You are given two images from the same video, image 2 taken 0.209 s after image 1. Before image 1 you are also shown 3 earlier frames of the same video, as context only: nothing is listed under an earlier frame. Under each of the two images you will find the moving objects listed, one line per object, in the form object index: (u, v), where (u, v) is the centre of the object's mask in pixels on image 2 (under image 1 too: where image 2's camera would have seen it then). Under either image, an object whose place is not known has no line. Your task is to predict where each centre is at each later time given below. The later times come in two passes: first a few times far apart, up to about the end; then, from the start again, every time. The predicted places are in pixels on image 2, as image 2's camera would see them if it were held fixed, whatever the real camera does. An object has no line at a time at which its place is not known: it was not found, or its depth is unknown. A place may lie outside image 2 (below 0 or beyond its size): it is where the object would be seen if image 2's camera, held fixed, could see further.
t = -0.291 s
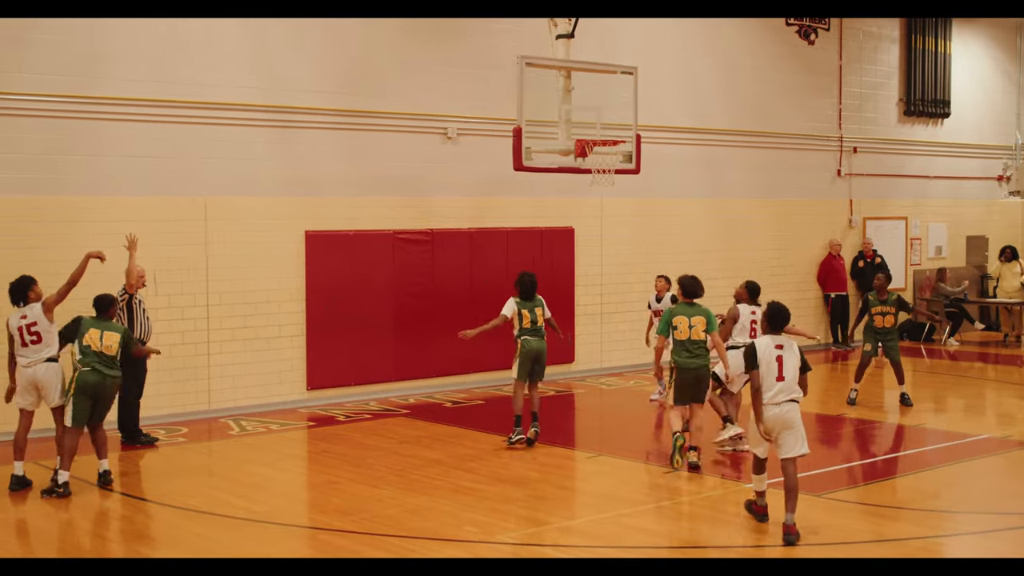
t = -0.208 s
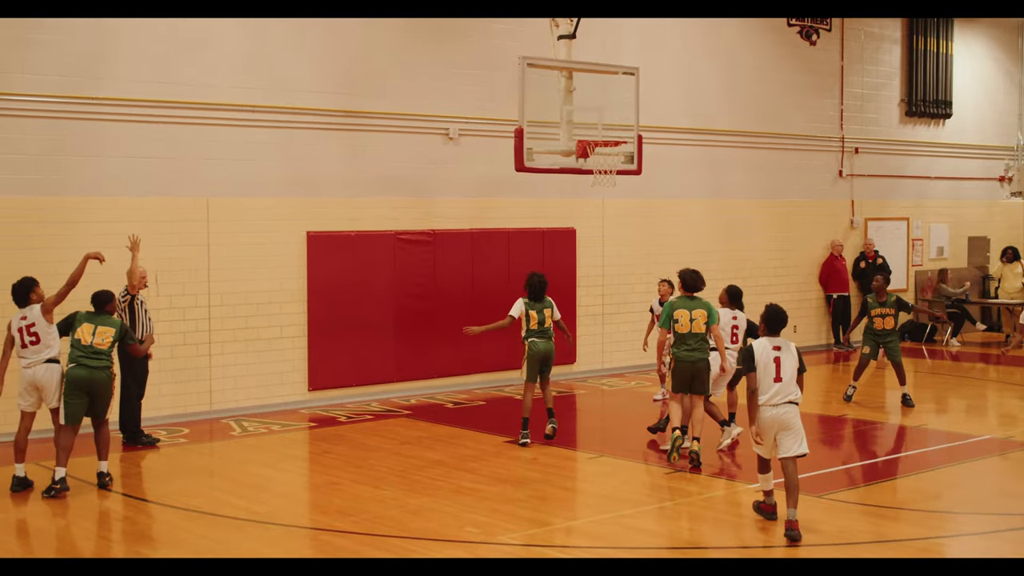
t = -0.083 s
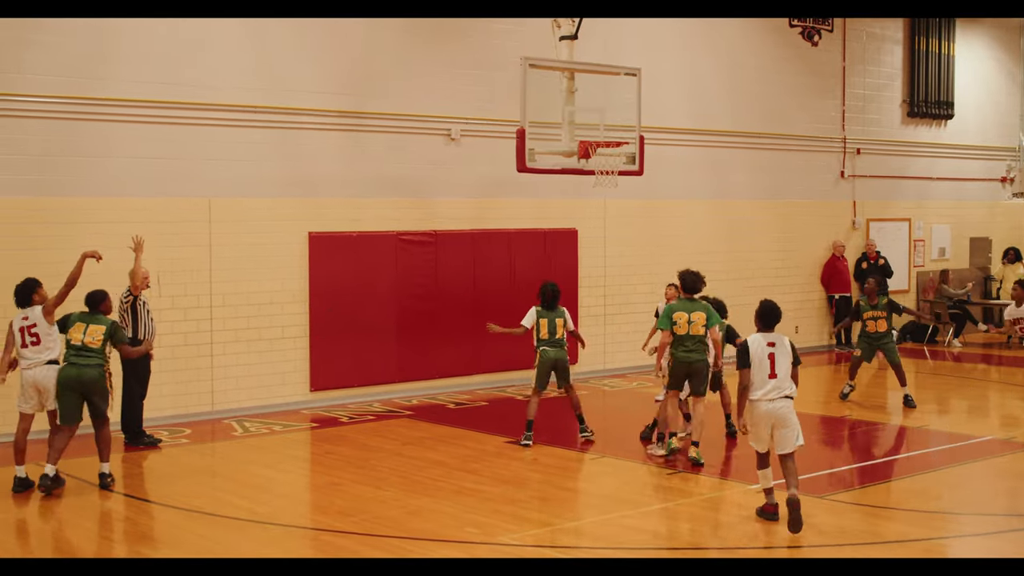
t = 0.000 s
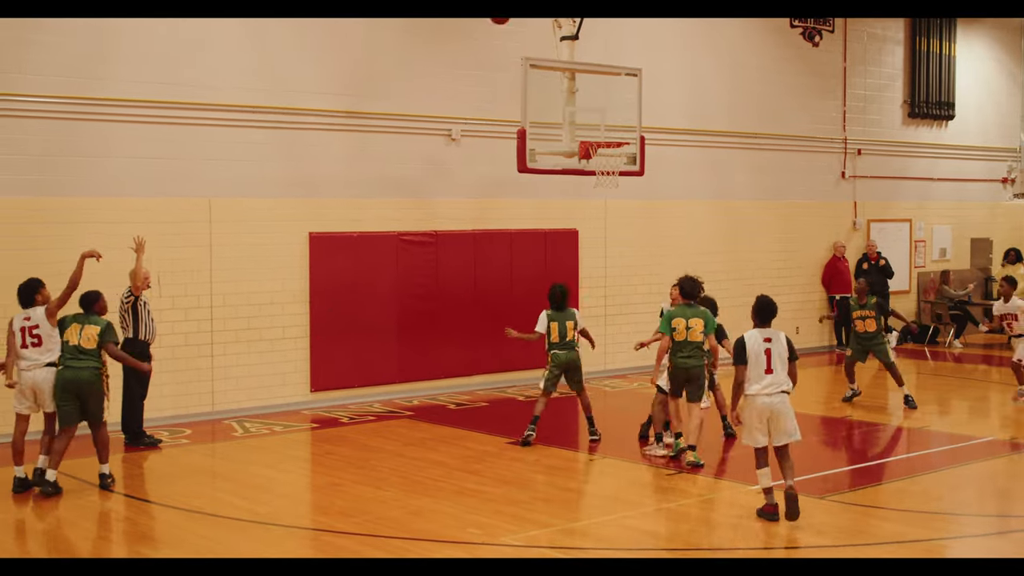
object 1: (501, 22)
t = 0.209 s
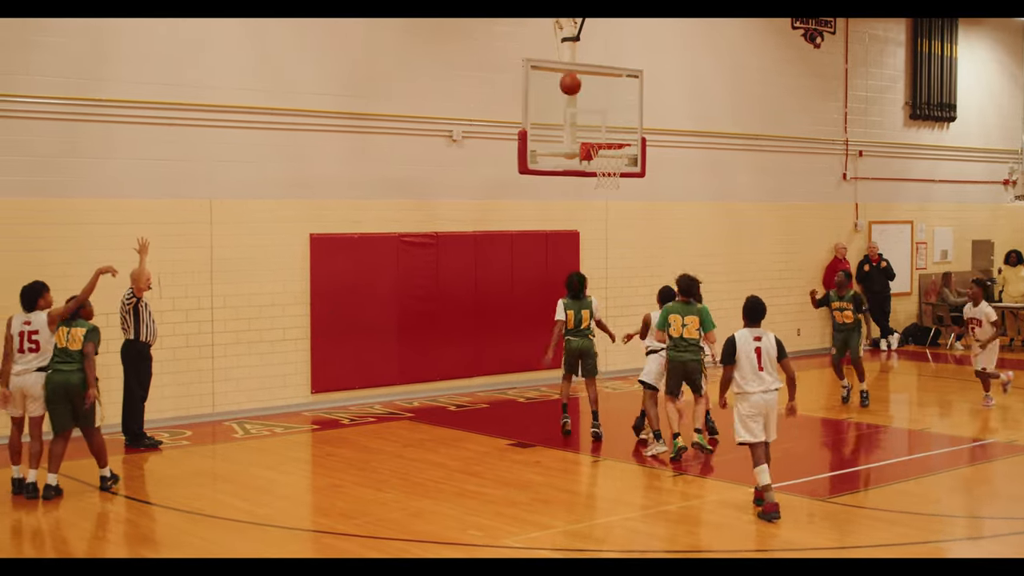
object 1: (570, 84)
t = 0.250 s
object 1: (583, 102)
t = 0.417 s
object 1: (618, 153)
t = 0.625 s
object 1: (596, 184)
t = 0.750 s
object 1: (587, 207)
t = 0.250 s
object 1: (583, 102)
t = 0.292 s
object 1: (596, 121)
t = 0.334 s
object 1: (608, 137)
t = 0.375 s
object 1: (616, 146)
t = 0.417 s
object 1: (618, 153)
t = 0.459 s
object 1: (613, 158)
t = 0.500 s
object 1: (609, 165)
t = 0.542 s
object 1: (605, 171)
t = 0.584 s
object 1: (600, 175)
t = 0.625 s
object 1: (596, 184)
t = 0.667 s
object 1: (593, 188)
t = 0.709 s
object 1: (590, 197)
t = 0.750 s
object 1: (587, 207)
